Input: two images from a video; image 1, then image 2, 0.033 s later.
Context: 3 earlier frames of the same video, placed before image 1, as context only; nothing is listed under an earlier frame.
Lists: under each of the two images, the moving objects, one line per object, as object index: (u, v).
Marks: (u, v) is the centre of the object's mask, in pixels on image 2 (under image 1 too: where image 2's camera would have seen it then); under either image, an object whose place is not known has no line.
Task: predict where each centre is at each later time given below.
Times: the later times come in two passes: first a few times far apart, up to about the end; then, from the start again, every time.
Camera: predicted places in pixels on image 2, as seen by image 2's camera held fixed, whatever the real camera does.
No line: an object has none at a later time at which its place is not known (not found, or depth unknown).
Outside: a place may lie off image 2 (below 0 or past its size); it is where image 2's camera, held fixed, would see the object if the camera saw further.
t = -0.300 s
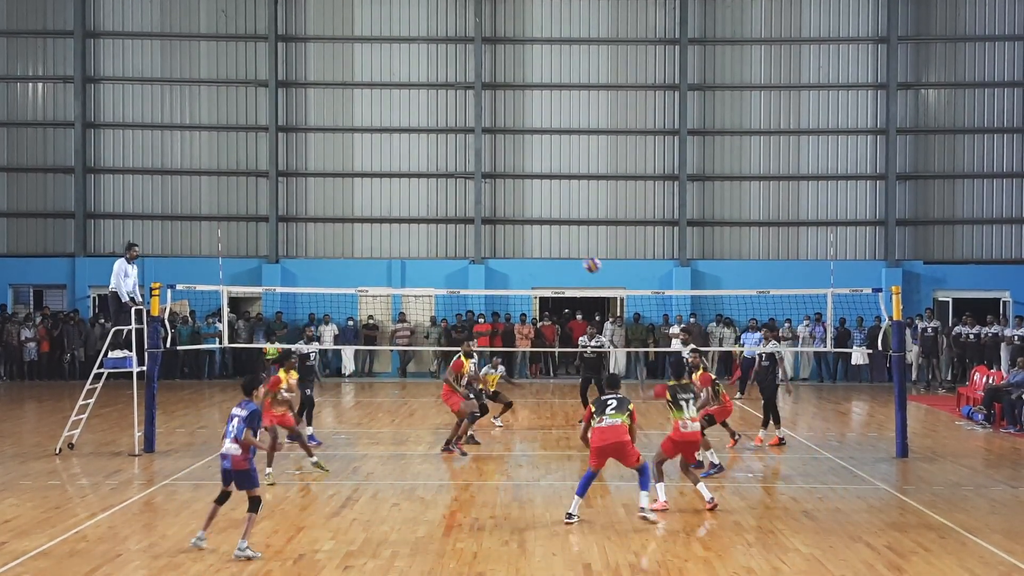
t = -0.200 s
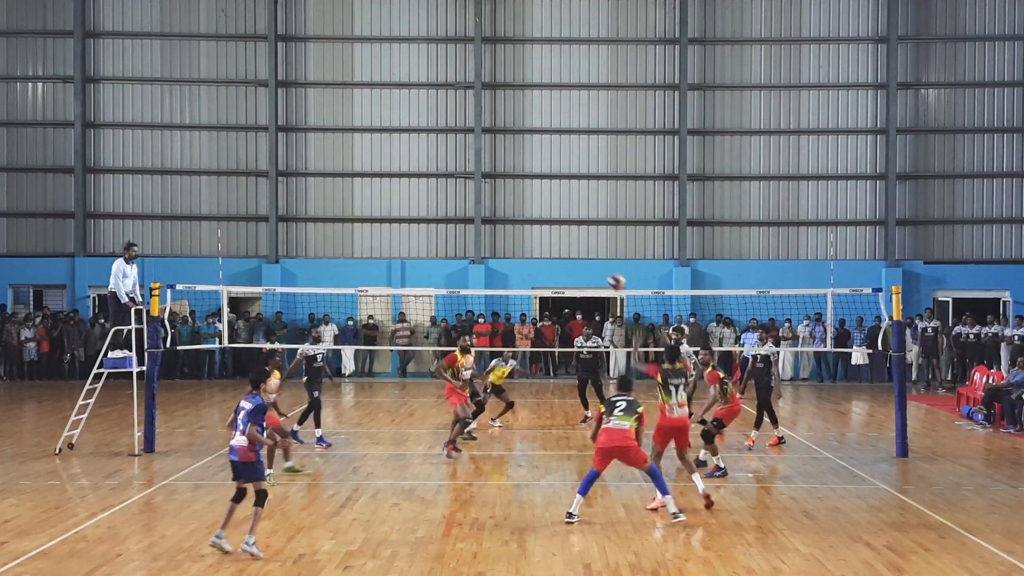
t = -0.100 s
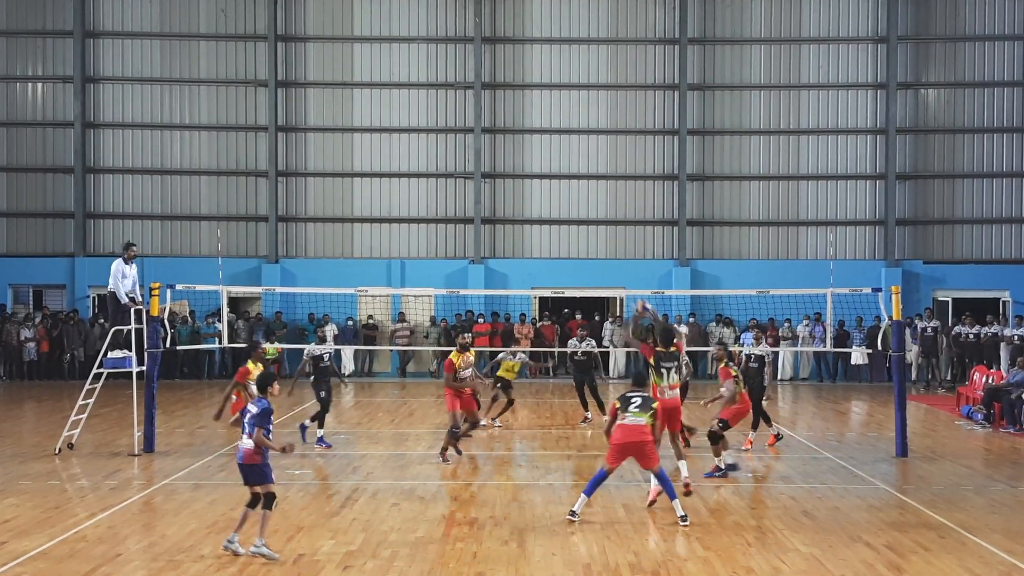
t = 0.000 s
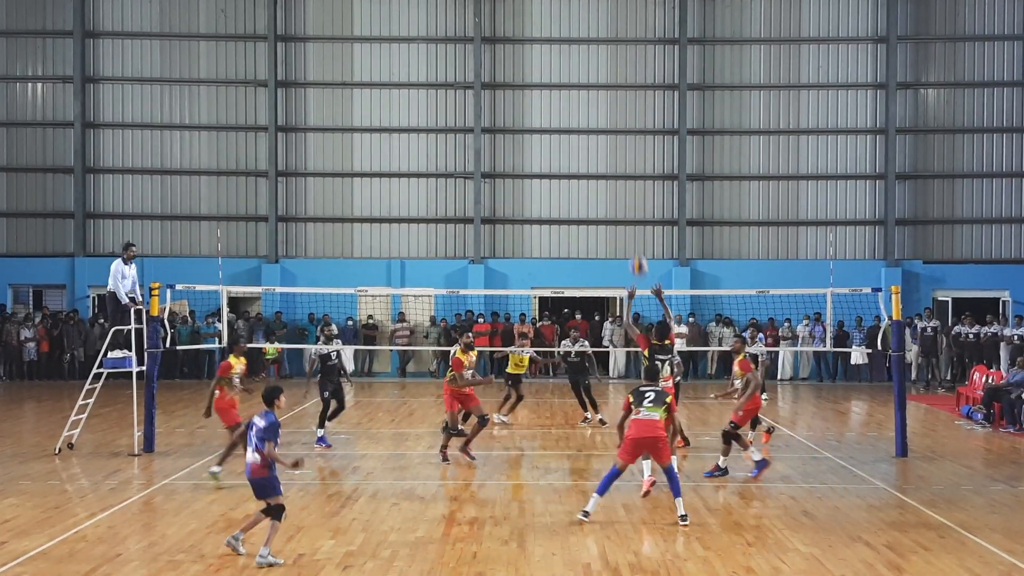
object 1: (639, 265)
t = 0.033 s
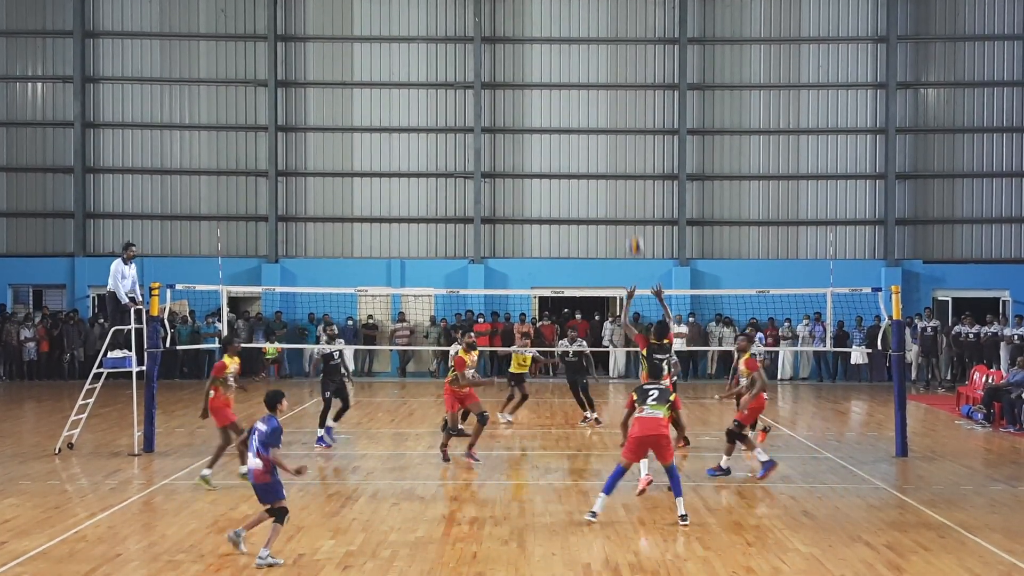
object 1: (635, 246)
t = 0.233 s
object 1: (616, 149)
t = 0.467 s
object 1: (596, 81)
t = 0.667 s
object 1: (579, 59)
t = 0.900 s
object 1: (558, 77)
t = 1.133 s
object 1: (539, 138)
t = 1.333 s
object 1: (524, 223)
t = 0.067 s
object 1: (632, 227)
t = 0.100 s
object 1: (630, 210)
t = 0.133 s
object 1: (625, 194)
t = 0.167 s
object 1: (622, 177)
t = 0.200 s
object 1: (619, 162)
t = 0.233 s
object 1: (616, 149)
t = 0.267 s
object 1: (613, 136)
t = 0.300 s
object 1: (611, 124)
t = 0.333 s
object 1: (608, 114)
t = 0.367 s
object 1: (605, 104)
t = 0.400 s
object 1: (602, 94)
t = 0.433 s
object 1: (599, 87)
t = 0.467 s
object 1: (596, 81)
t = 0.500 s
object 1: (593, 75)
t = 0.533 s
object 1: (590, 70)
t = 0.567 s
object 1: (587, 66)
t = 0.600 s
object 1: (584, 63)
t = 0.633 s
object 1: (581, 61)
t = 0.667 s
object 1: (579, 59)
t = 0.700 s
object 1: (576, 59)
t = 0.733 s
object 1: (573, 60)
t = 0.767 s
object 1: (570, 62)
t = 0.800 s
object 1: (566, 65)
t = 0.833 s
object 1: (564, 68)
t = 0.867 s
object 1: (561, 72)
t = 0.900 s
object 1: (558, 77)
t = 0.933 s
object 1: (556, 83)
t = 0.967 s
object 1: (553, 90)
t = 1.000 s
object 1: (551, 98)
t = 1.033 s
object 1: (548, 107)
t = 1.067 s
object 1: (545, 117)
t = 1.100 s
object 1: (542, 127)
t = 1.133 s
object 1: (539, 138)
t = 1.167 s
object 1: (536, 151)
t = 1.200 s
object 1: (534, 164)
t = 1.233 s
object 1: (532, 178)
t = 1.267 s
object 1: (528, 191)
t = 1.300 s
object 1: (526, 207)
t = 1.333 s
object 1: (524, 223)
